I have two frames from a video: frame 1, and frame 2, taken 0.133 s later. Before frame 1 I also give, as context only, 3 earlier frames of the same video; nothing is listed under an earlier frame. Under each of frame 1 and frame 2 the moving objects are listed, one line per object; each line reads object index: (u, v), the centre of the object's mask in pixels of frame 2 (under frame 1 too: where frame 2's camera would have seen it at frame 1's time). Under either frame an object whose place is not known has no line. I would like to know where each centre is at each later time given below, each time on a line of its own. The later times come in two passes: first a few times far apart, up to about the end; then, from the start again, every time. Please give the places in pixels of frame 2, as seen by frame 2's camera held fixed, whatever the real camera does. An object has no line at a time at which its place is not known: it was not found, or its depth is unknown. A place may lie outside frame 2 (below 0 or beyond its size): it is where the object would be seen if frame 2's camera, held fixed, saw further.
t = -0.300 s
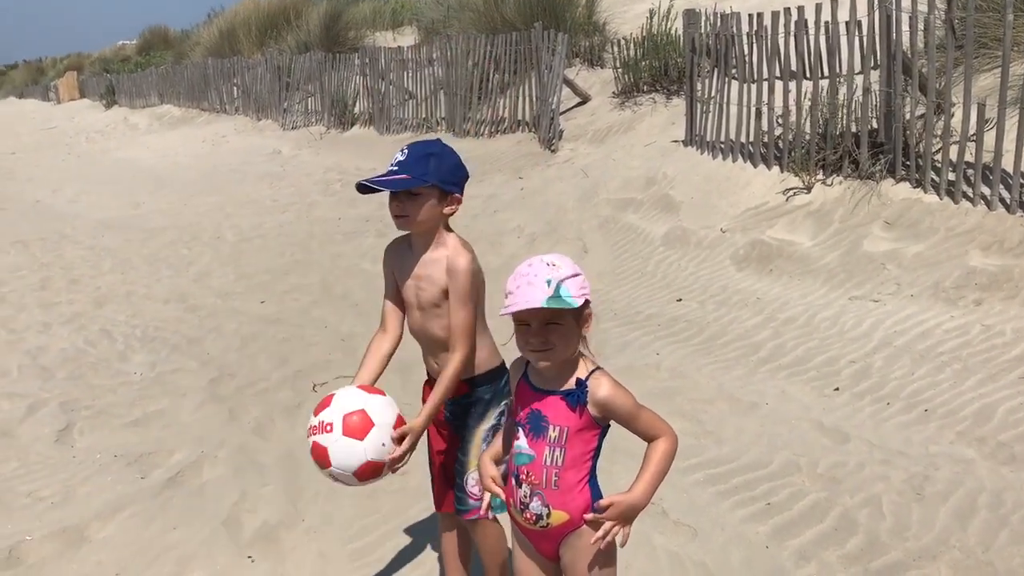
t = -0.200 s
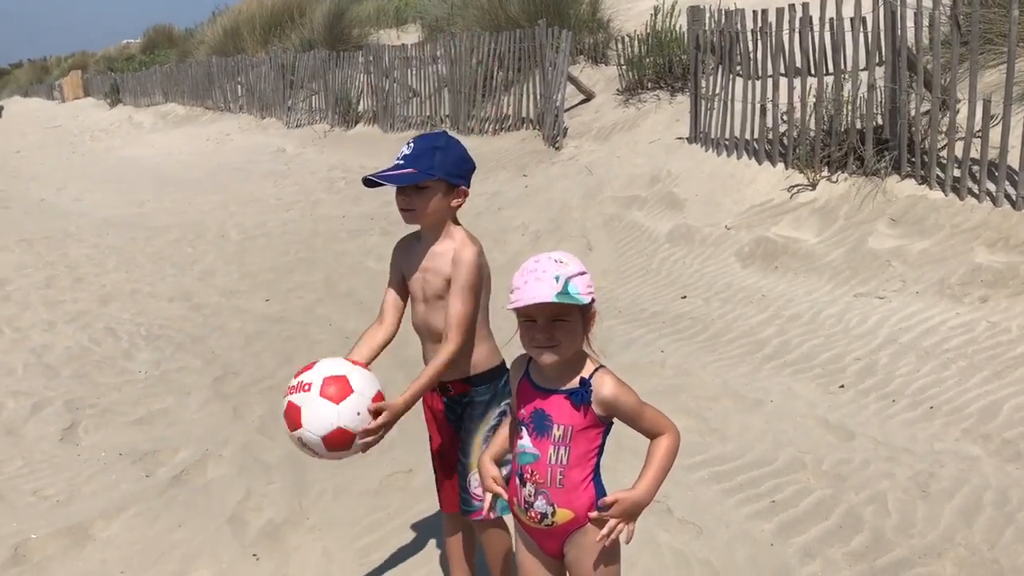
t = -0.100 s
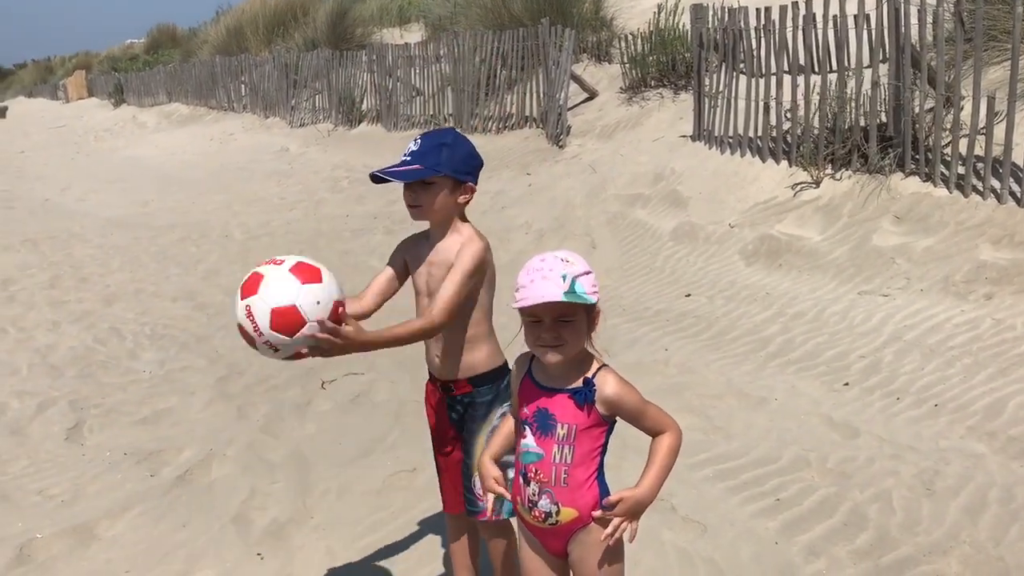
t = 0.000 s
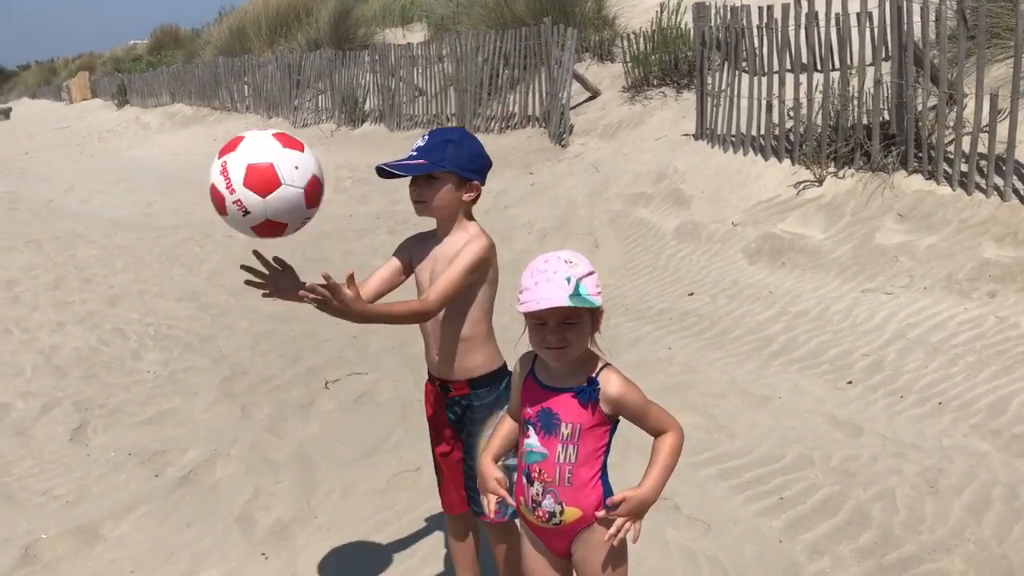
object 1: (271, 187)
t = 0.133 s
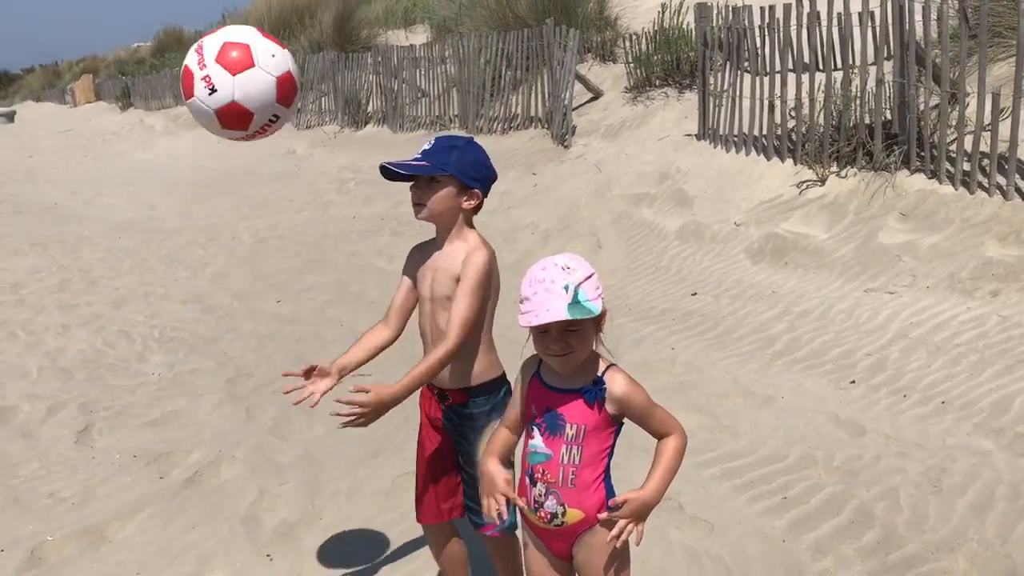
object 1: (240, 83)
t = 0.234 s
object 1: (222, 62)
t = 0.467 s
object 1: (205, 220)
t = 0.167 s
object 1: (233, 70)
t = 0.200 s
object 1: (228, 63)
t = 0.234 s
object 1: (222, 62)
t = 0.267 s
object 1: (218, 67)
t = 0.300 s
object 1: (213, 77)
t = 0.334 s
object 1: (210, 94)
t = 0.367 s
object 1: (208, 116)
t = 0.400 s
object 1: (207, 145)
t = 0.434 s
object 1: (205, 179)
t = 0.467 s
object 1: (205, 220)
